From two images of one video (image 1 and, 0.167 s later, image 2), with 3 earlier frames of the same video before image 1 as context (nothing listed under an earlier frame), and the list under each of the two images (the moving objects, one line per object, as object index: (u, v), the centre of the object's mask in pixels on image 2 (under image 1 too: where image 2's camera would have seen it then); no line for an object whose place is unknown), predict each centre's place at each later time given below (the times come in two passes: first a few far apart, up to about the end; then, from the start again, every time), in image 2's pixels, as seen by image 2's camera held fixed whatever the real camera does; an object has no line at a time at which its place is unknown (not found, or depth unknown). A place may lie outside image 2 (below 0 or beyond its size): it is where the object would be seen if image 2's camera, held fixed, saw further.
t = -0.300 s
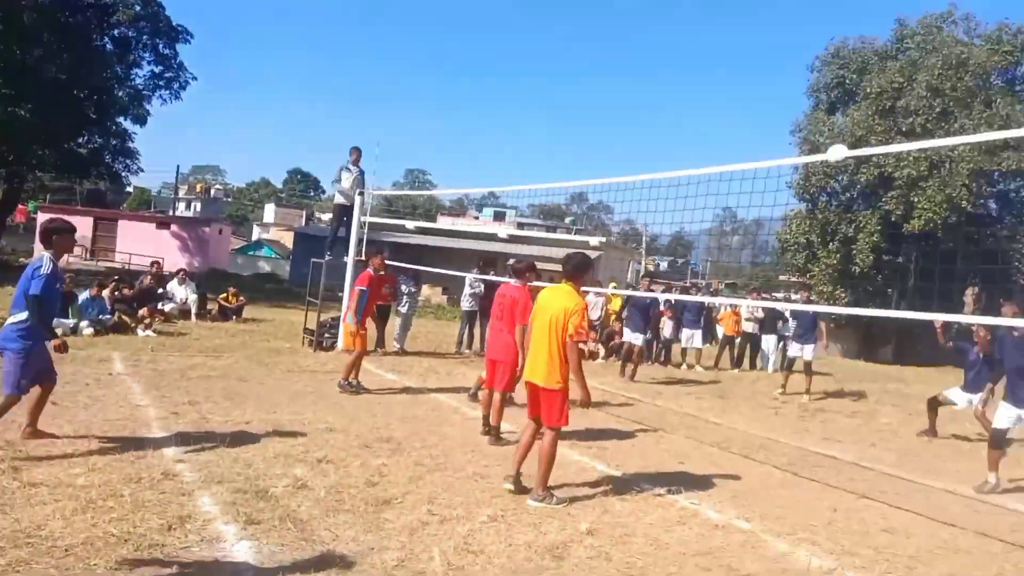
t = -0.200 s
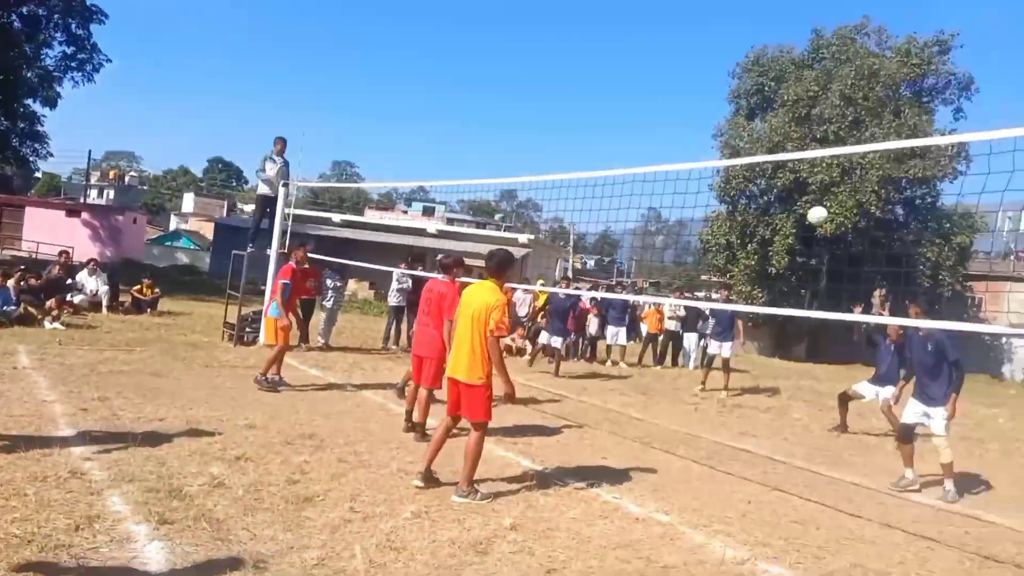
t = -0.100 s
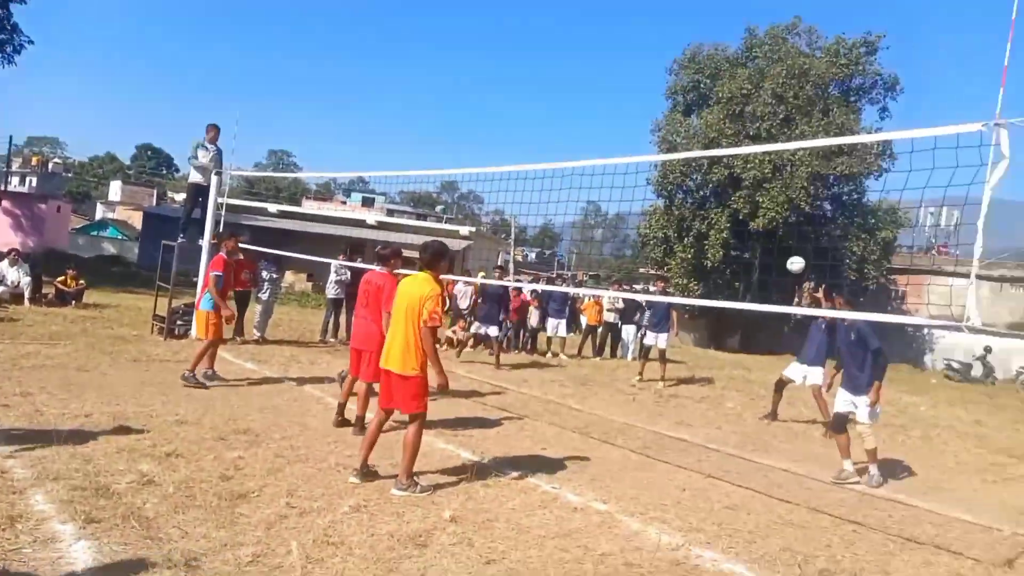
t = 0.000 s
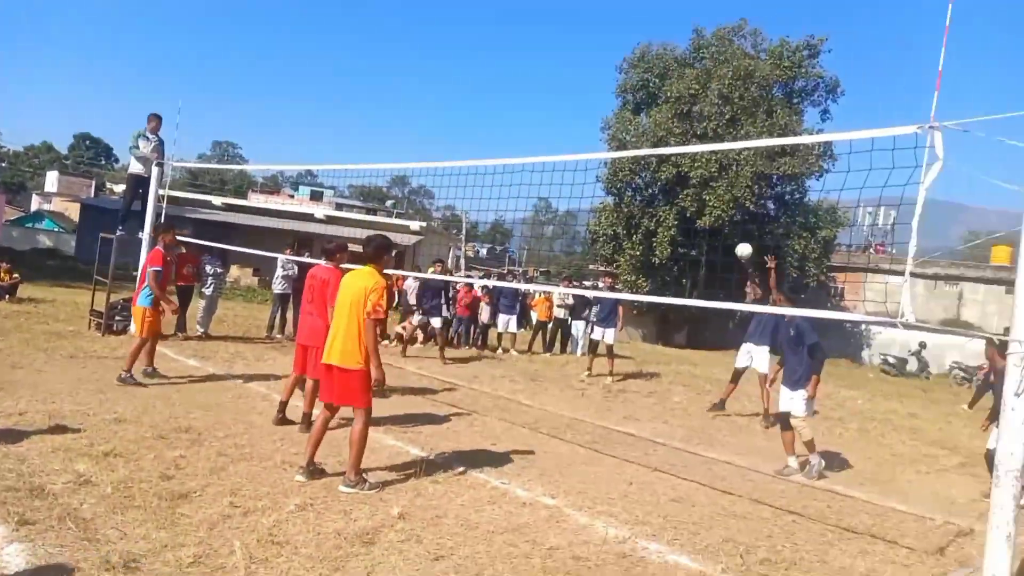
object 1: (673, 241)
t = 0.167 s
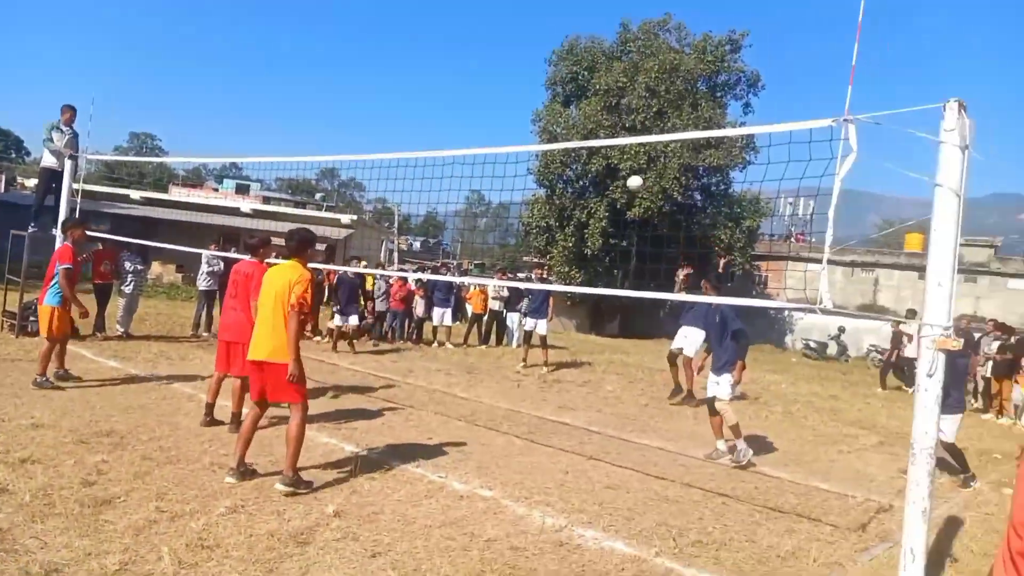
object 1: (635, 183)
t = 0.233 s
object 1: (618, 166)
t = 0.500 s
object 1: (550, 129)
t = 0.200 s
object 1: (626, 174)
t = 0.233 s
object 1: (618, 166)
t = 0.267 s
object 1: (611, 159)
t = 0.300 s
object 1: (602, 151)
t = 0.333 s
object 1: (594, 145)
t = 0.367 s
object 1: (585, 138)
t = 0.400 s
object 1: (577, 135)
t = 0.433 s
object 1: (568, 133)
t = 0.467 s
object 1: (559, 131)
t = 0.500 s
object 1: (550, 129)
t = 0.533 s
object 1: (542, 129)
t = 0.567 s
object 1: (533, 129)
